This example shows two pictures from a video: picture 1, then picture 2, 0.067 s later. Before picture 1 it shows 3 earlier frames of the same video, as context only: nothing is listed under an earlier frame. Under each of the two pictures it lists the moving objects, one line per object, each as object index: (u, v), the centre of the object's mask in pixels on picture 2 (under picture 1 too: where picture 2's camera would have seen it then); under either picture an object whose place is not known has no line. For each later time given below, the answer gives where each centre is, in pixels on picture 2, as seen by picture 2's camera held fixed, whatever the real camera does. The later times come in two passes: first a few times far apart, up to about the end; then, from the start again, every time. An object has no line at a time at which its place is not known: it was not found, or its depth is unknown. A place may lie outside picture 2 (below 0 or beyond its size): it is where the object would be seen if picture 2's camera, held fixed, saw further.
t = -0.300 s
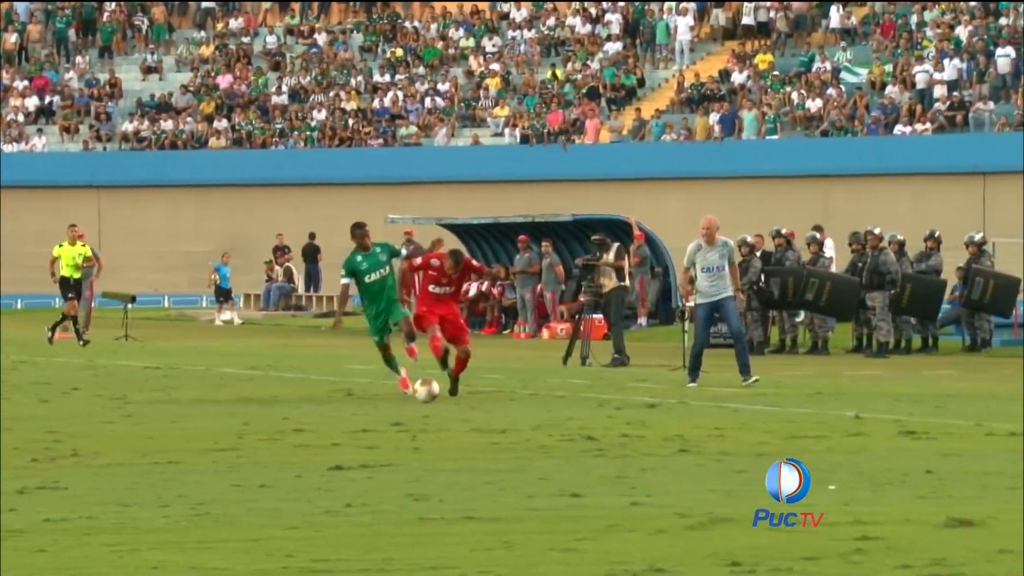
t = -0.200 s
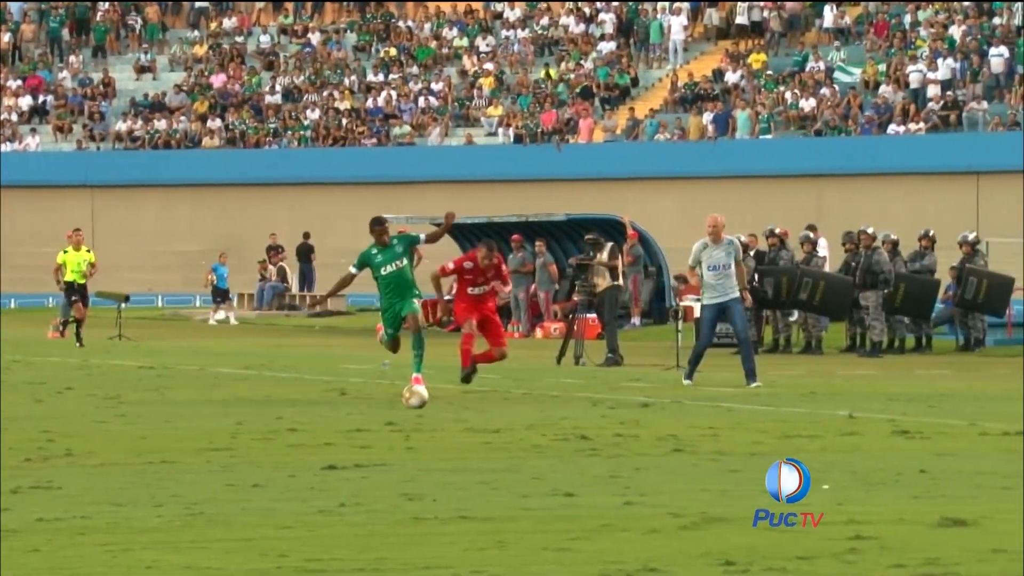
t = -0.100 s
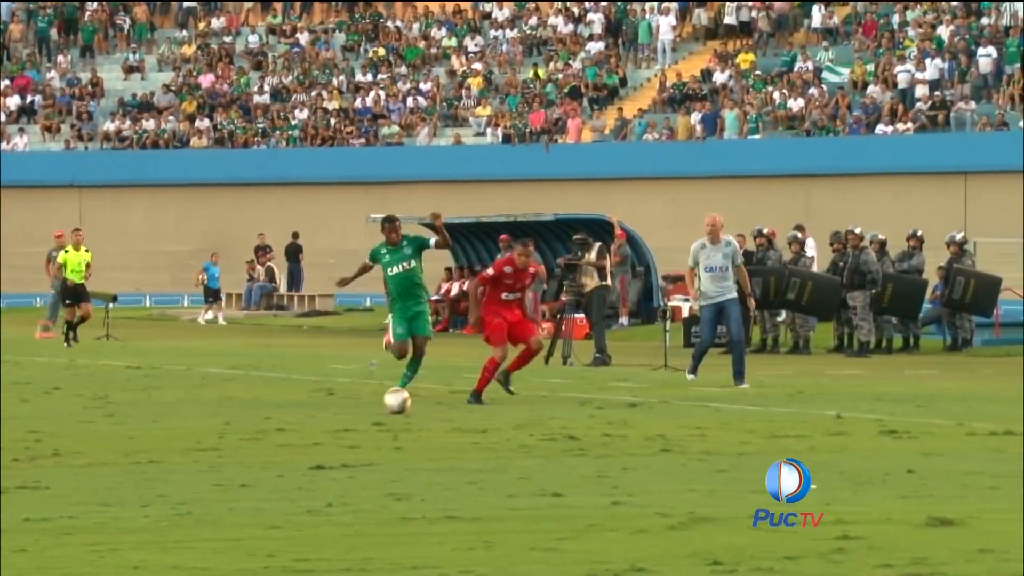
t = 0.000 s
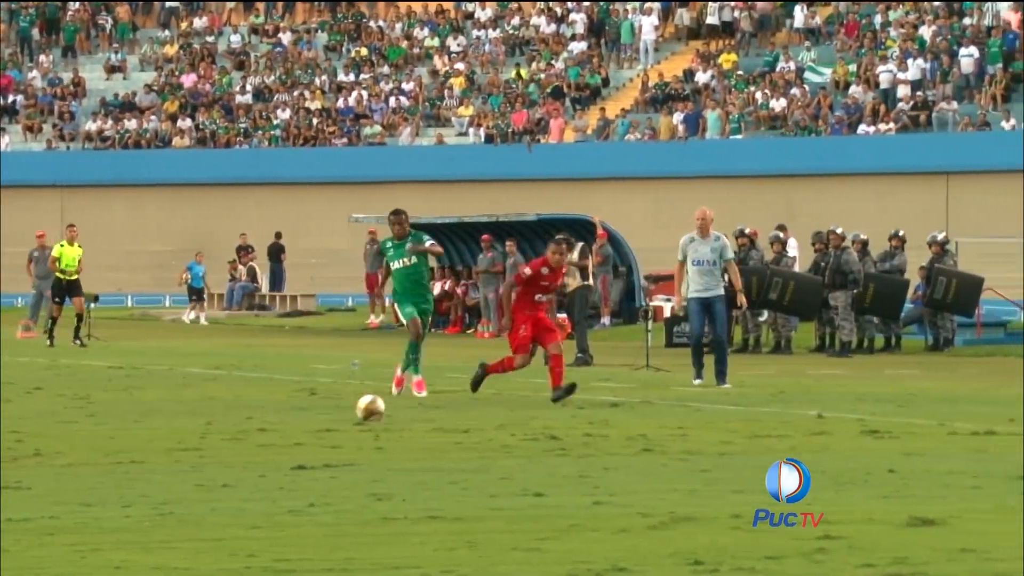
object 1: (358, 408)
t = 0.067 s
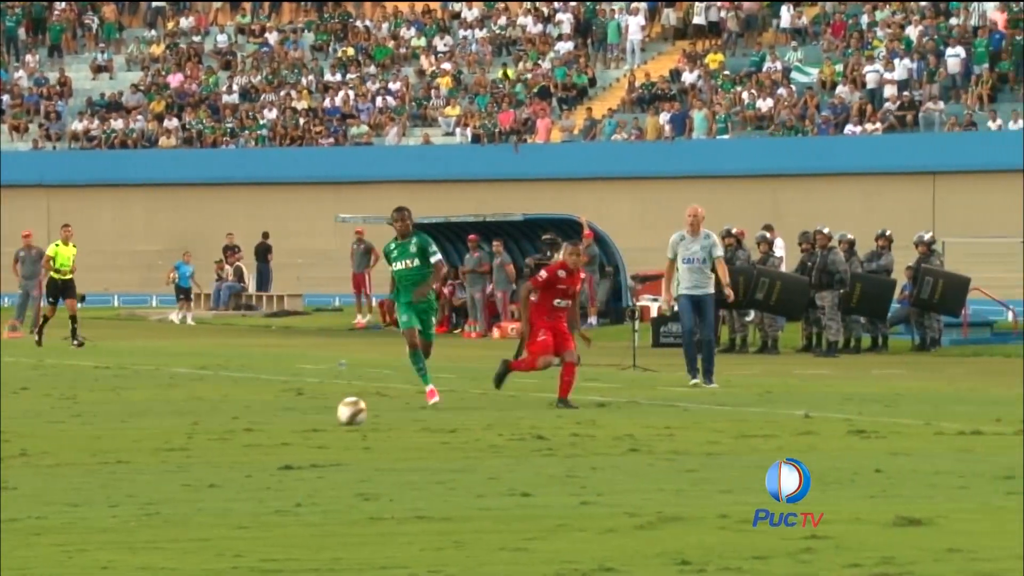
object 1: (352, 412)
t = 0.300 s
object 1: (328, 425)
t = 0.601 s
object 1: (294, 446)
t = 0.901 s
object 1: (268, 467)
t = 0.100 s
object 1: (349, 413)
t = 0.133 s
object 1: (346, 416)
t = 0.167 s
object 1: (342, 419)
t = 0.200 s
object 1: (339, 421)
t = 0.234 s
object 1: (335, 422)
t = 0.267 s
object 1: (332, 423)
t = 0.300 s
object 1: (328, 425)
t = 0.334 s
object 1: (325, 426)
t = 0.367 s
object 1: (320, 428)
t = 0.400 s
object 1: (316, 431)
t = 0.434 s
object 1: (312, 435)
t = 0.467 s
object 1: (309, 436)
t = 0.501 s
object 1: (306, 436)
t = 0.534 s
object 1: (302, 438)
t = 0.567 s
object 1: (298, 443)
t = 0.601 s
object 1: (294, 446)
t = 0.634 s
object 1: (291, 446)
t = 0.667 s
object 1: (288, 447)
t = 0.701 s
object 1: (285, 450)
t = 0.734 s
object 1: (282, 456)
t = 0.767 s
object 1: (278, 460)
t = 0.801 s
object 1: (276, 460)
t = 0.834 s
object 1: (274, 460)
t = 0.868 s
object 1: (271, 463)
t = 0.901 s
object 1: (268, 467)
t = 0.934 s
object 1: (266, 469)
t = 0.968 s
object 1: (263, 468)
